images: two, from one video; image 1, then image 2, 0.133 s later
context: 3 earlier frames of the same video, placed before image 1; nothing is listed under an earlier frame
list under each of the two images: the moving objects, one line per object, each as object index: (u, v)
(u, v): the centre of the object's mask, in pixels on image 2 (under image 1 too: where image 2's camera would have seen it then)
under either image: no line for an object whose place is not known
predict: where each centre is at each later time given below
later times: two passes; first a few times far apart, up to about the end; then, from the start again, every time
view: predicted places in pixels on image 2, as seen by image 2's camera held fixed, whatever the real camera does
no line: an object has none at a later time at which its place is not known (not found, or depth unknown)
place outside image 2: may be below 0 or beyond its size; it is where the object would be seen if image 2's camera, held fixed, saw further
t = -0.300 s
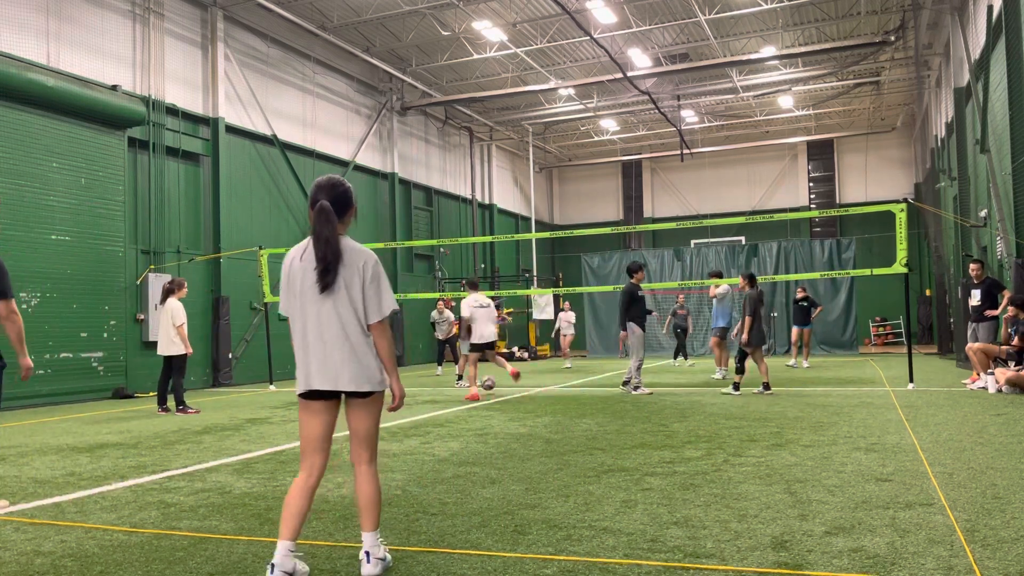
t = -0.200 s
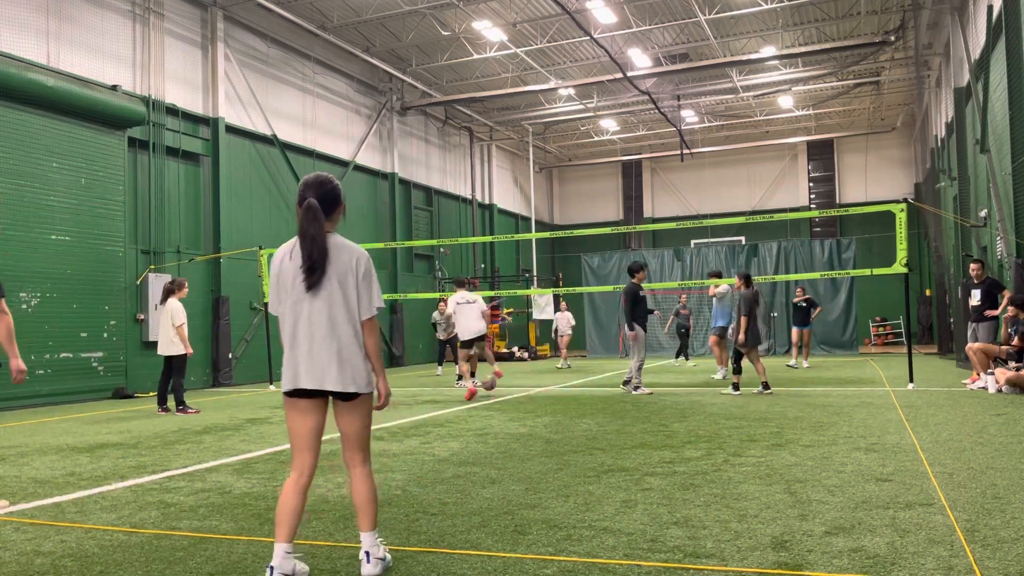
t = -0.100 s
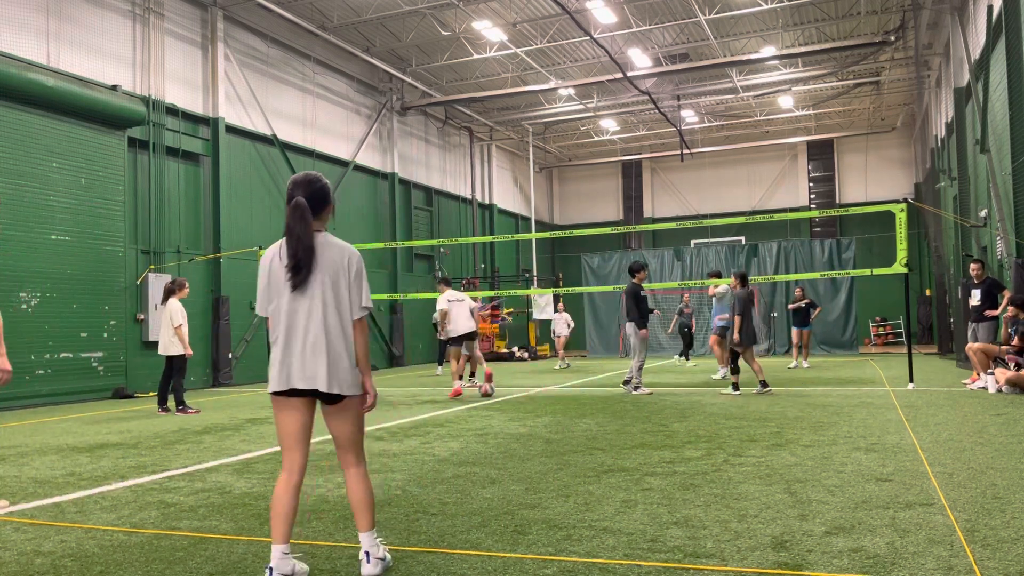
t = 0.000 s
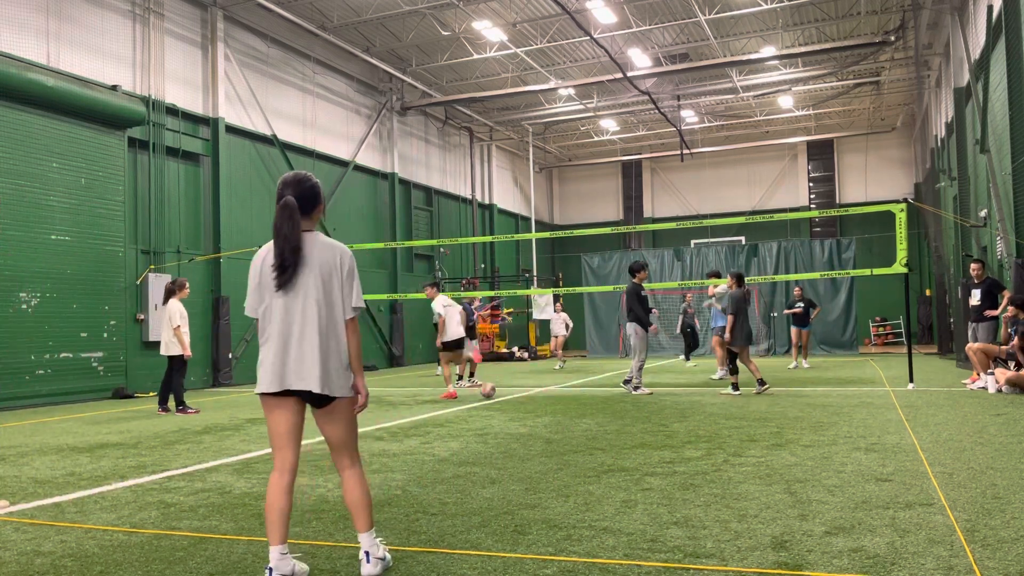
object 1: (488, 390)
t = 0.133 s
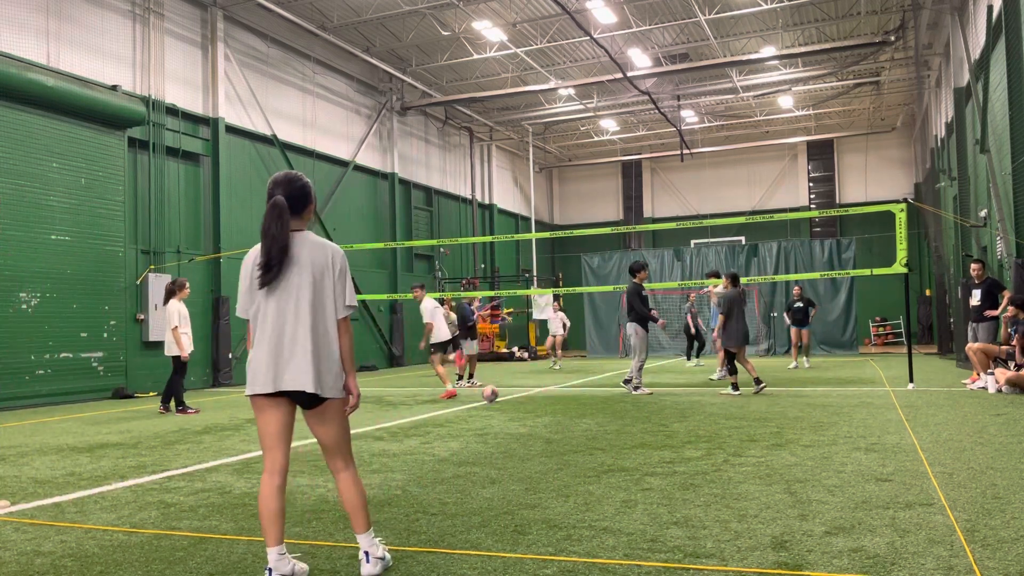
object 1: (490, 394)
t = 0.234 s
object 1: (491, 396)
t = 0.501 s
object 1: (496, 402)
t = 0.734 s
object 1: (501, 407)
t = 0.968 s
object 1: (505, 414)
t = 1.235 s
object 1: (510, 425)
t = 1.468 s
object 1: (515, 434)
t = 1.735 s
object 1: (522, 449)
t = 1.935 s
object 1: (530, 463)
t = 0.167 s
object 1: (491, 395)
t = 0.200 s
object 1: (491, 395)
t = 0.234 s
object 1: (491, 396)
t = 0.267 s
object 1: (493, 397)
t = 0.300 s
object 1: (493, 397)
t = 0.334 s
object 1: (494, 398)
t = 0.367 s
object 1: (494, 399)
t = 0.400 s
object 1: (495, 399)
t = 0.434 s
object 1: (495, 400)
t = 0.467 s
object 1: (496, 401)
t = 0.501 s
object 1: (496, 402)
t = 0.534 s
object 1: (497, 402)
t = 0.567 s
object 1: (498, 403)
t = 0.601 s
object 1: (499, 403)
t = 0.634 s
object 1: (499, 405)
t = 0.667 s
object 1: (500, 406)
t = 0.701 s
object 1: (500, 406)
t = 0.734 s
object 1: (501, 407)
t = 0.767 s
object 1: (501, 408)
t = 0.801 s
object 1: (502, 409)
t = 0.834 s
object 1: (502, 410)
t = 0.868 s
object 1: (503, 411)
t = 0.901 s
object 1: (503, 412)
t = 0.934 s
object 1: (504, 414)
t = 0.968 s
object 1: (505, 414)
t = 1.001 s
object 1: (505, 416)
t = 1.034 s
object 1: (506, 417)
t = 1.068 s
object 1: (506, 418)
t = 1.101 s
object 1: (507, 418)
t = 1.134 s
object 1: (508, 421)
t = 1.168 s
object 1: (509, 421)
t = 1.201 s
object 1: (510, 423)
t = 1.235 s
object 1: (510, 425)
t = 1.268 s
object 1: (511, 425)
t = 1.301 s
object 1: (512, 427)
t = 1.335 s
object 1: (512, 429)
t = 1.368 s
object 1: (513, 430)
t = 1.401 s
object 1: (514, 431)
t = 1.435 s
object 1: (515, 433)
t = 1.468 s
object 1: (515, 434)
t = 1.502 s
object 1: (516, 436)
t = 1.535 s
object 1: (517, 438)
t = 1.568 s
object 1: (518, 439)
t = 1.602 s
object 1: (518, 441)
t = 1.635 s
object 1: (519, 443)
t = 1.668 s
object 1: (521, 446)
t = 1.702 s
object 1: (521, 448)
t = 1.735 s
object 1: (522, 449)
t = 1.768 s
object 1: (523, 451)
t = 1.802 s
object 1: (525, 454)
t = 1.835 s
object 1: (526, 455)
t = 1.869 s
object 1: (527, 458)
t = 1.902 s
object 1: (529, 461)
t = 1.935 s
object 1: (530, 463)
